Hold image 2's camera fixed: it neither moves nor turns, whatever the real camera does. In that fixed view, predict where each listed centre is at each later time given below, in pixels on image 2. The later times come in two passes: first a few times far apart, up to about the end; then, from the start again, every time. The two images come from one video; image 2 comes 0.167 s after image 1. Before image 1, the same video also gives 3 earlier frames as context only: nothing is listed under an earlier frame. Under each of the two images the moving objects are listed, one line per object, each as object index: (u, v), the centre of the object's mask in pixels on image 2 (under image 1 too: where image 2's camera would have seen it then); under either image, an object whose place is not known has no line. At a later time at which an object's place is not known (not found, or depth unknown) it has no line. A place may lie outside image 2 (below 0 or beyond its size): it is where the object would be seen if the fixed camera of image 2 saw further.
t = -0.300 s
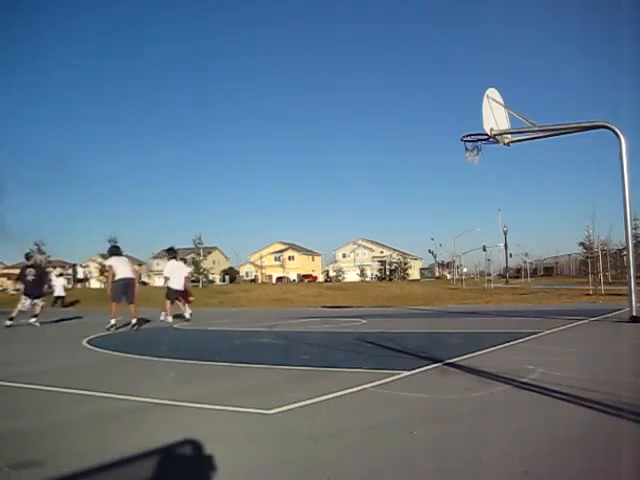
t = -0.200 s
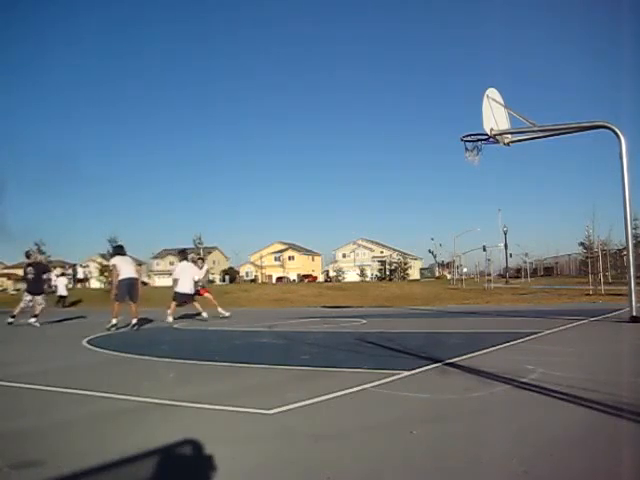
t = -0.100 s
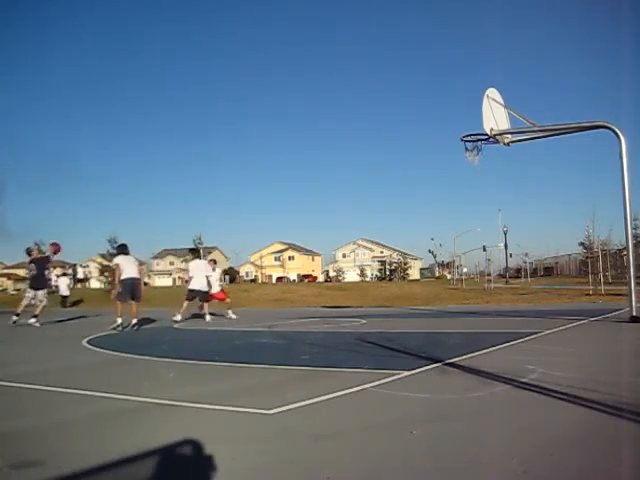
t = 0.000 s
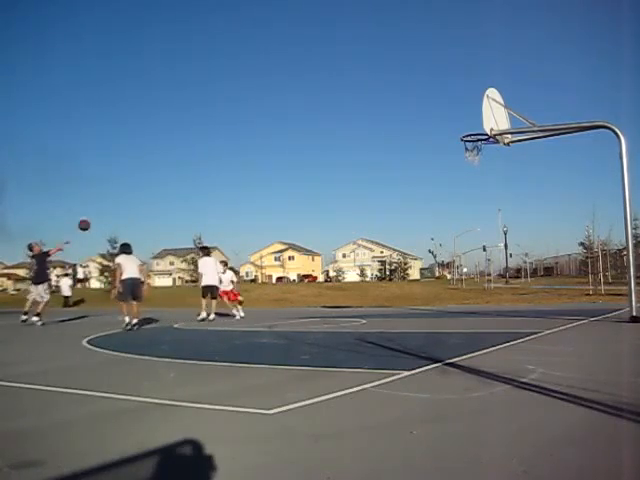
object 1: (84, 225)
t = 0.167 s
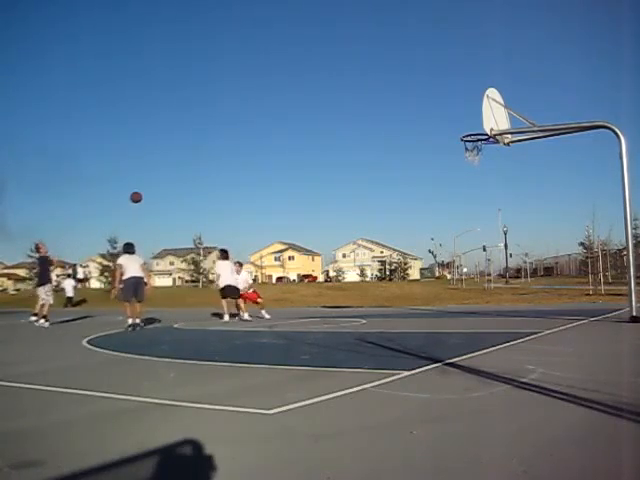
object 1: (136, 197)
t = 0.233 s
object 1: (157, 189)
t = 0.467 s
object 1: (230, 180)
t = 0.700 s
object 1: (306, 196)
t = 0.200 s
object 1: (146, 193)
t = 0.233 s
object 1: (157, 189)
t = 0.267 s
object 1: (167, 186)
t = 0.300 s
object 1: (177, 184)
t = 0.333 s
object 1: (188, 182)
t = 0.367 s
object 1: (198, 181)
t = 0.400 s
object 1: (209, 180)
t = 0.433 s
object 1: (220, 180)
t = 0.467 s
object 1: (230, 180)
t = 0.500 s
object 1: (241, 181)
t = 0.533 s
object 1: (252, 182)
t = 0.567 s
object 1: (263, 184)
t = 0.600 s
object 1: (273, 186)
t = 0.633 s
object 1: (284, 189)
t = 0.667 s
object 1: (295, 192)
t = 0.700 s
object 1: (306, 196)
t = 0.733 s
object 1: (317, 201)
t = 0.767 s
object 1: (328, 206)
